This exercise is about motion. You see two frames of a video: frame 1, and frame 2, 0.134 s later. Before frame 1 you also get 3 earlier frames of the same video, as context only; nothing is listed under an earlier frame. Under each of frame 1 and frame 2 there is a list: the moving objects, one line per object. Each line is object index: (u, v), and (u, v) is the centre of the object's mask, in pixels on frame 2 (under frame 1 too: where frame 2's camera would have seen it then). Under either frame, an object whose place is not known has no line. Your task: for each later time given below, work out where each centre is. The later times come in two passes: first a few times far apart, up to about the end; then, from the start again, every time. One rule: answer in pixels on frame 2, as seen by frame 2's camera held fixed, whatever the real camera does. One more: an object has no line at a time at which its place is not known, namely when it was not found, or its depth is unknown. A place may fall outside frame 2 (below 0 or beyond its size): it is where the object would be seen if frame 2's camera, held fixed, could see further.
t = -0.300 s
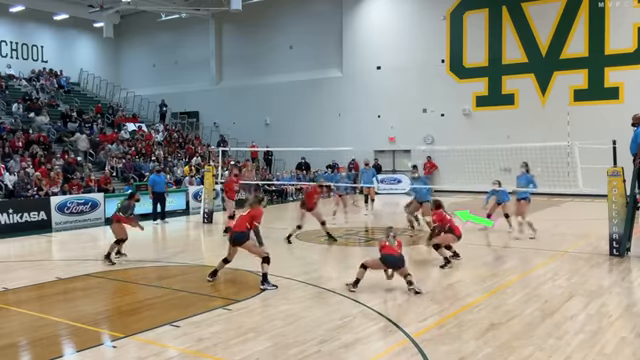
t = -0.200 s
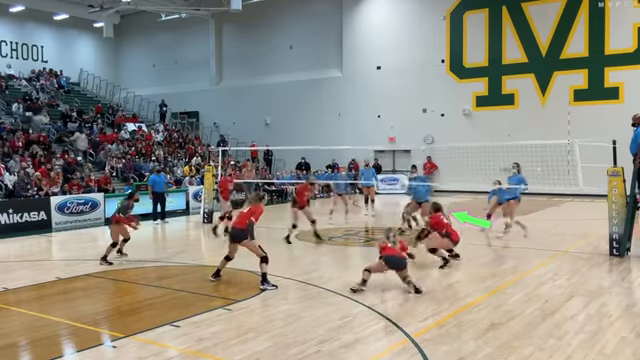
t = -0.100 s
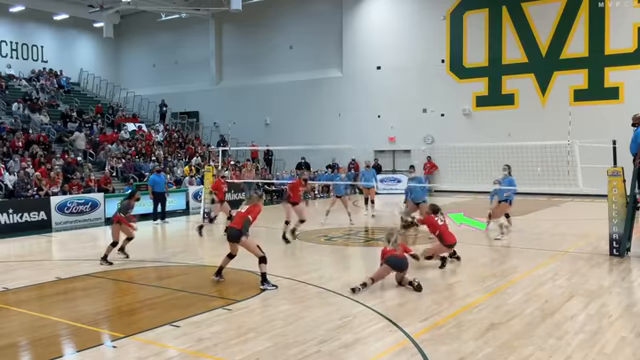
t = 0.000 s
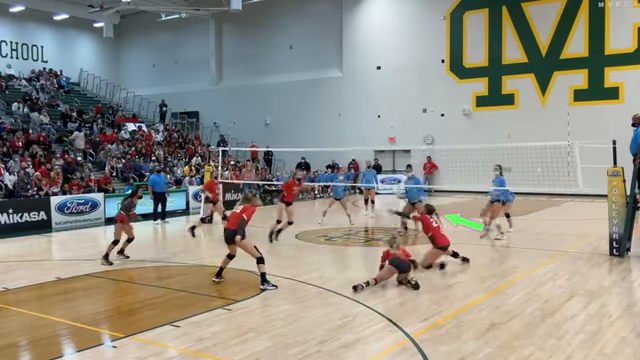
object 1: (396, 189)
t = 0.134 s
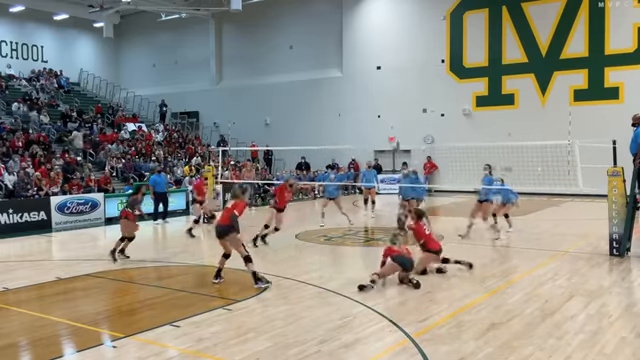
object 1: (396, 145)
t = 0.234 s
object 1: (395, 117)
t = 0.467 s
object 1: (393, 77)
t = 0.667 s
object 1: (393, 65)
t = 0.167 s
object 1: (397, 133)
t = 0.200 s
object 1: (395, 125)
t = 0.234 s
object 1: (395, 117)
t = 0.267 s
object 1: (394, 109)
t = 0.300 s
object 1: (394, 102)
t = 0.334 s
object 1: (395, 96)
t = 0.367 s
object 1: (395, 91)
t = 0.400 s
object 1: (394, 85)
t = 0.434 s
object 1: (393, 81)
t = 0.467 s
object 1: (393, 77)
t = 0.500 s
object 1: (393, 74)
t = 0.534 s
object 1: (393, 71)
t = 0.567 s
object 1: (392, 69)
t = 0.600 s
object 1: (392, 66)
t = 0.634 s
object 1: (393, 66)
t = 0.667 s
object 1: (393, 65)
